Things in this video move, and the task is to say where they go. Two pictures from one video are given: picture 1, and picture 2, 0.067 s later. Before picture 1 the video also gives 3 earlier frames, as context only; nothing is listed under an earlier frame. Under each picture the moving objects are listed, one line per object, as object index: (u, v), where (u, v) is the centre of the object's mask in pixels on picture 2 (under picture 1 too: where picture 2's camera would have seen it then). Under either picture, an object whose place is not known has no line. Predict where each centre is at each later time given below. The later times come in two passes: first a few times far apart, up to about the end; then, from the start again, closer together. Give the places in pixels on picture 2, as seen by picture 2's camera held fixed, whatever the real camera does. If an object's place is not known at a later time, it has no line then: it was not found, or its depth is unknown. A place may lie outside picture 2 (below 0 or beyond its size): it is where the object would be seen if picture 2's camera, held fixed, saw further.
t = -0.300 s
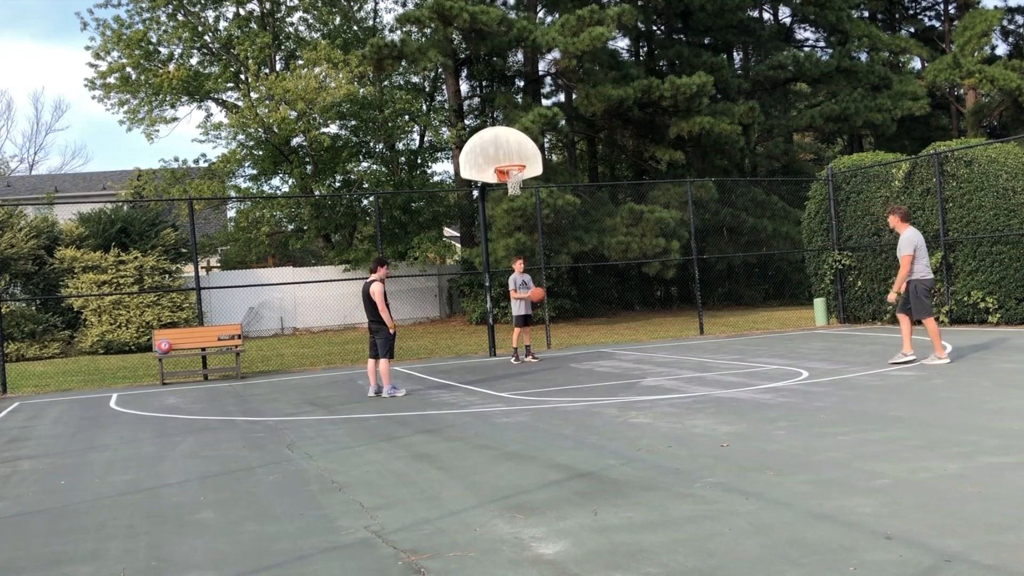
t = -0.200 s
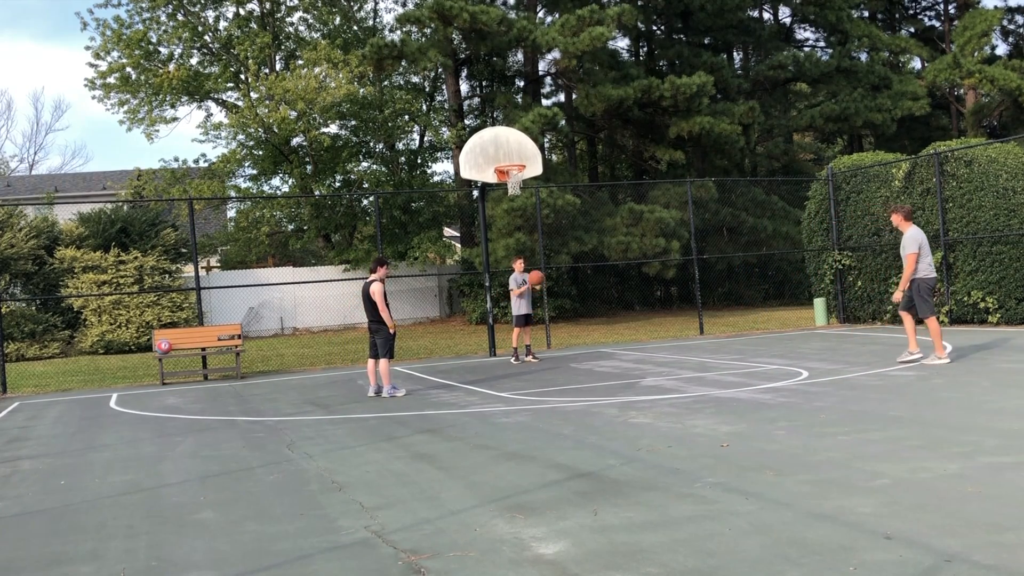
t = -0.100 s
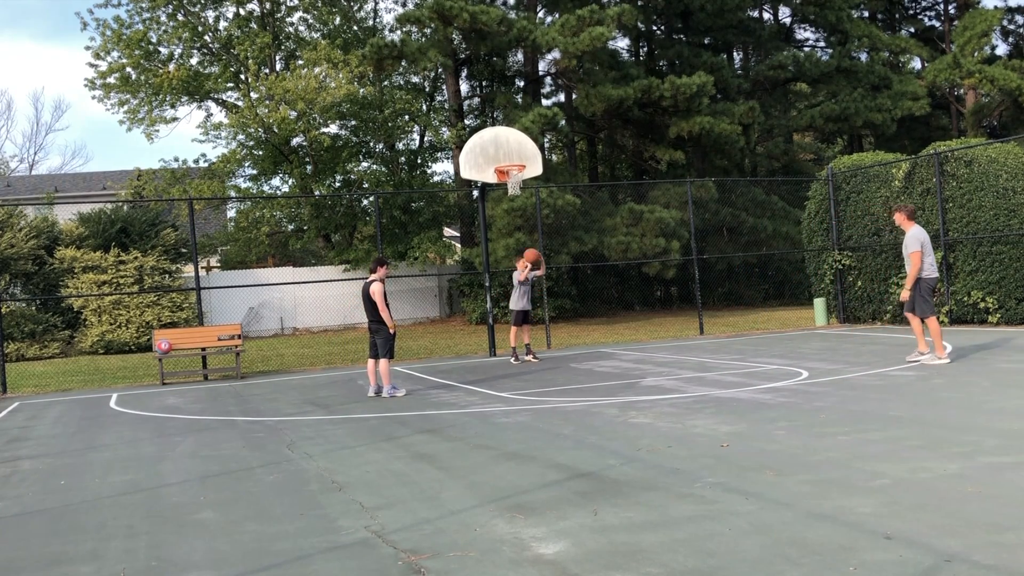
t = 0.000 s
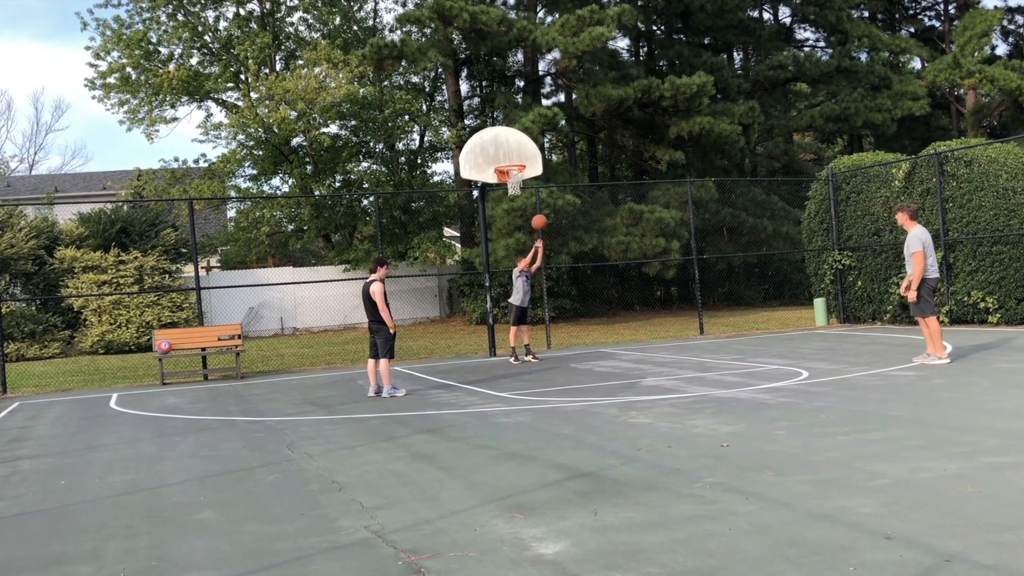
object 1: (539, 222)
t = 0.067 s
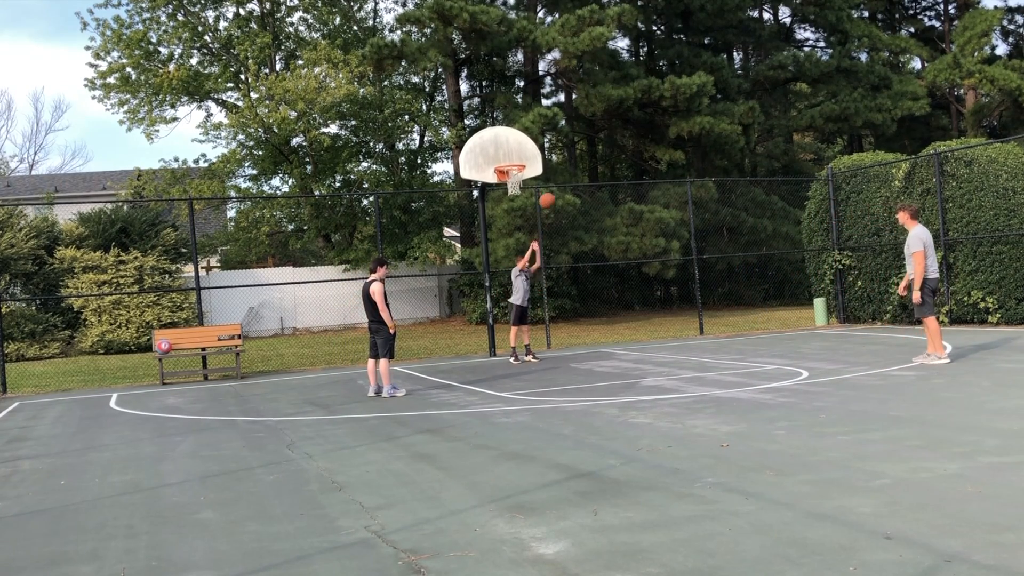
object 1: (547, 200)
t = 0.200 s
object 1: (563, 164)
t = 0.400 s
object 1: (590, 131)
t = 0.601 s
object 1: (620, 122)
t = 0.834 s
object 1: (659, 147)
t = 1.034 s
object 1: (697, 201)
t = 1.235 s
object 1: (739, 287)
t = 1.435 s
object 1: (769, 322)
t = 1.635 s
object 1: (775, 254)
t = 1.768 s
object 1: (781, 225)
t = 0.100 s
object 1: (551, 190)
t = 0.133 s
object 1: (555, 181)
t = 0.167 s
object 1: (559, 172)
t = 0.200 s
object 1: (563, 164)
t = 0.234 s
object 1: (567, 157)
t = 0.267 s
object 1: (572, 150)
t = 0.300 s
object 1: (576, 144)
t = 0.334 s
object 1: (581, 139)
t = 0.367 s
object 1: (585, 135)
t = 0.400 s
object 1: (590, 131)
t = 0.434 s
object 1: (595, 127)
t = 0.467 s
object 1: (600, 125)
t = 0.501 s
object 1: (605, 123)
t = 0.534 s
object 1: (610, 122)
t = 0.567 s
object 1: (615, 122)
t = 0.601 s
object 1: (620, 122)
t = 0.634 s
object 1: (625, 123)
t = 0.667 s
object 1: (631, 126)
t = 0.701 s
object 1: (636, 128)
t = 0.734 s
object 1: (642, 132)
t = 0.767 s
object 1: (648, 136)
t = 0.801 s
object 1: (653, 141)
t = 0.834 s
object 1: (659, 147)
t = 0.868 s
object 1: (665, 154)
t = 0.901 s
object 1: (671, 162)
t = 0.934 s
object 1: (678, 170)
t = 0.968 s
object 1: (684, 180)
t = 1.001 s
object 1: (690, 190)
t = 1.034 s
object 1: (697, 201)
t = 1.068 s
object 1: (704, 213)
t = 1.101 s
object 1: (710, 226)
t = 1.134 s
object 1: (717, 240)
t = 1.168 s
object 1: (724, 255)
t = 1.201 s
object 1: (732, 270)
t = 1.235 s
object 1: (739, 287)
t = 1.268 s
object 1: (747, 304)
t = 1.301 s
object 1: (755, 323)
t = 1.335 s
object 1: (763, 343)
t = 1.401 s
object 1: (769, 337)
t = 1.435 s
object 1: (769, 322)
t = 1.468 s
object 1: (770, 309)
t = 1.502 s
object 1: (771, 296)
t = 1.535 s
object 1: (772, 284)
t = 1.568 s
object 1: (773, 274)
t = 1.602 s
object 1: (774, 263)
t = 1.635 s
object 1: (775, 254)
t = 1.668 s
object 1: (776, 246)
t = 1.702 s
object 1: (778, 238)
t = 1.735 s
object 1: (779, 231)
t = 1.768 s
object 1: (781, 225)
